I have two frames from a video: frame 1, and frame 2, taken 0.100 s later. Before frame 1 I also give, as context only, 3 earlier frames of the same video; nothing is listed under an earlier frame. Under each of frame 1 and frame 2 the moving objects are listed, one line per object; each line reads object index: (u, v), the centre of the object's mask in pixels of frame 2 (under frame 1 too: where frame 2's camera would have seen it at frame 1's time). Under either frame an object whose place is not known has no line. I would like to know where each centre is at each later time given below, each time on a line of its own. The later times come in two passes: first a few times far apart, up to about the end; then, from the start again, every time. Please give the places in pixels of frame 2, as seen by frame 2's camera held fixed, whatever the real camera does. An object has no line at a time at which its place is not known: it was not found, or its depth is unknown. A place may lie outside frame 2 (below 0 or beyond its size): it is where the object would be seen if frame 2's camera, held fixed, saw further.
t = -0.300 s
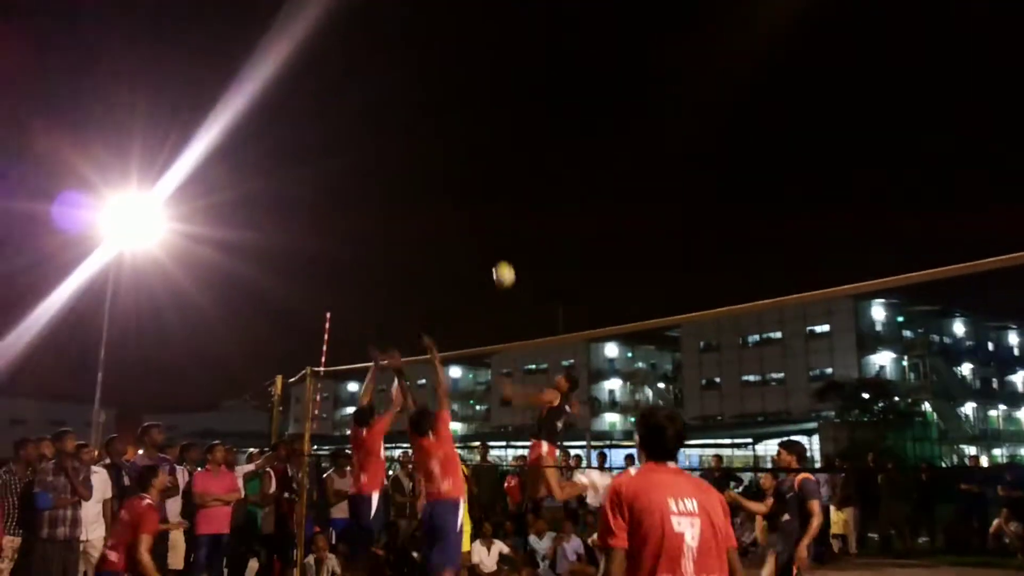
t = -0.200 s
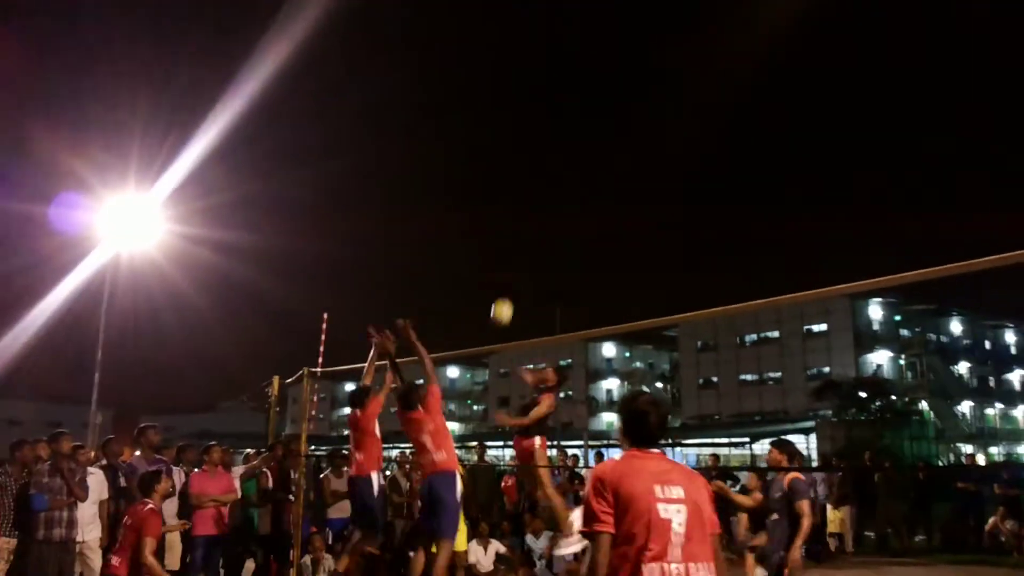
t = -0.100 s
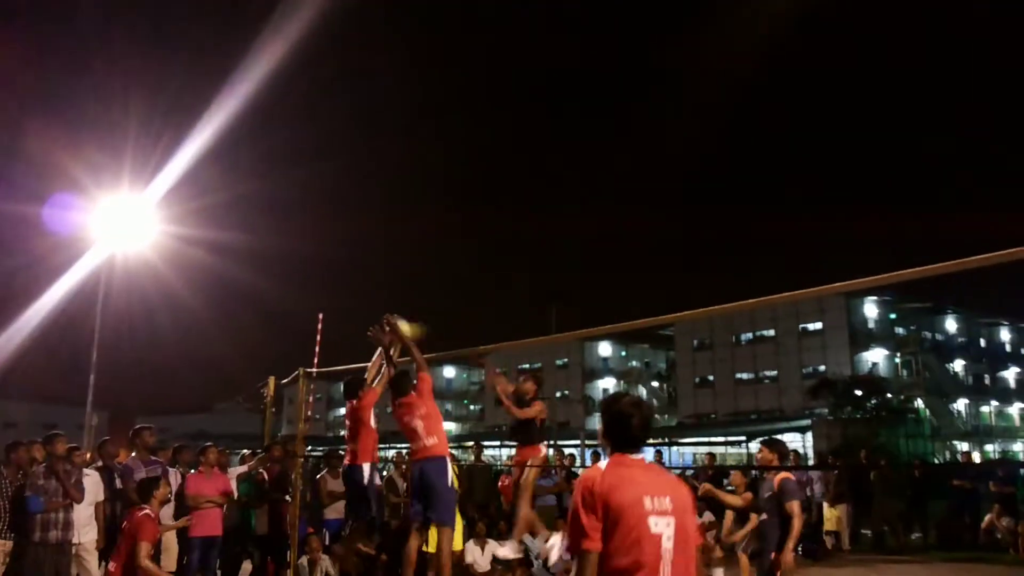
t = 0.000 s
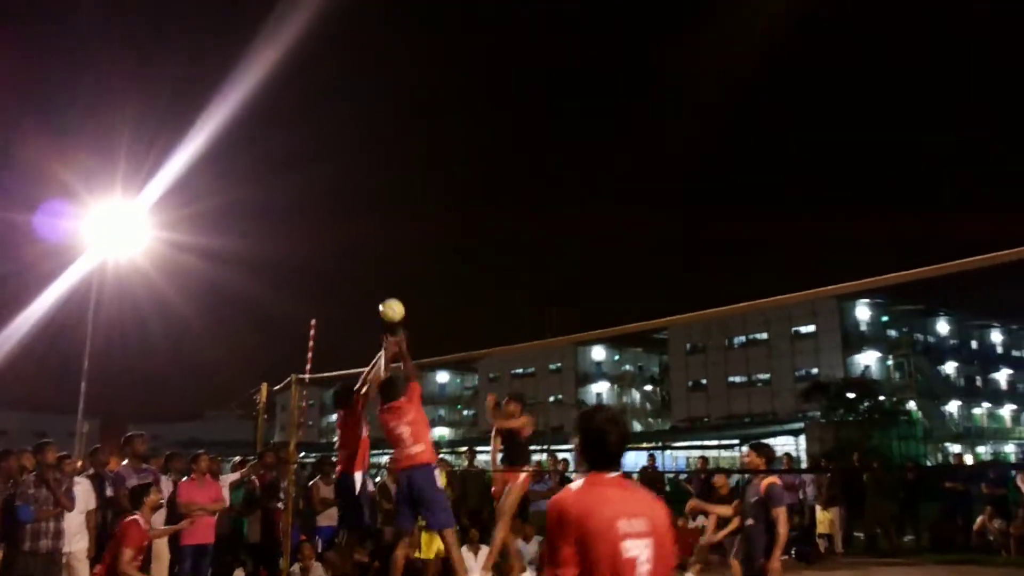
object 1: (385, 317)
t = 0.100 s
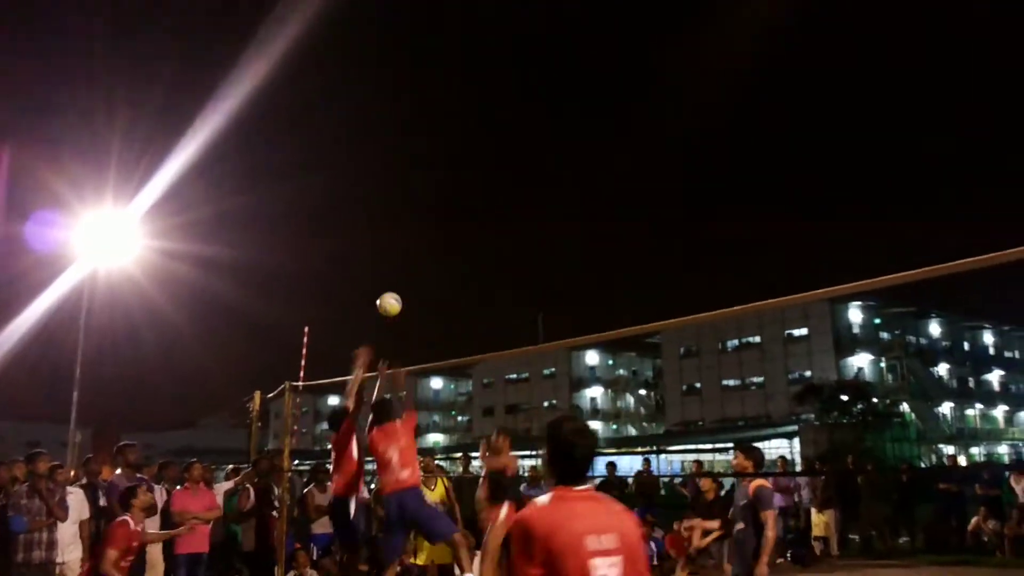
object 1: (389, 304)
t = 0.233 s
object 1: (394, 302)
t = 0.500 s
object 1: (407, 360)
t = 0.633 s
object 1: (415, 422)
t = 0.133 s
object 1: (391, 302)
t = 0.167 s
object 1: (393, 301)
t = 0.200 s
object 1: (394, 301)
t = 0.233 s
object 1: (394, 302)
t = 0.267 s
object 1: (395, 305)
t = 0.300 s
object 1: (398, 309)
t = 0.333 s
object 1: (400, 314)
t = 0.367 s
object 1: (401, 320)
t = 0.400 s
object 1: (403, 329)
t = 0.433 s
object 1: (404, 338)
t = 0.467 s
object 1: (405, 348)
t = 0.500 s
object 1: (407, 360)
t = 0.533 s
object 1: (409, 374)
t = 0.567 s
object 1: (411, 389)
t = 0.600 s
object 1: (413, 405)
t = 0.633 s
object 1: (415, 422)
